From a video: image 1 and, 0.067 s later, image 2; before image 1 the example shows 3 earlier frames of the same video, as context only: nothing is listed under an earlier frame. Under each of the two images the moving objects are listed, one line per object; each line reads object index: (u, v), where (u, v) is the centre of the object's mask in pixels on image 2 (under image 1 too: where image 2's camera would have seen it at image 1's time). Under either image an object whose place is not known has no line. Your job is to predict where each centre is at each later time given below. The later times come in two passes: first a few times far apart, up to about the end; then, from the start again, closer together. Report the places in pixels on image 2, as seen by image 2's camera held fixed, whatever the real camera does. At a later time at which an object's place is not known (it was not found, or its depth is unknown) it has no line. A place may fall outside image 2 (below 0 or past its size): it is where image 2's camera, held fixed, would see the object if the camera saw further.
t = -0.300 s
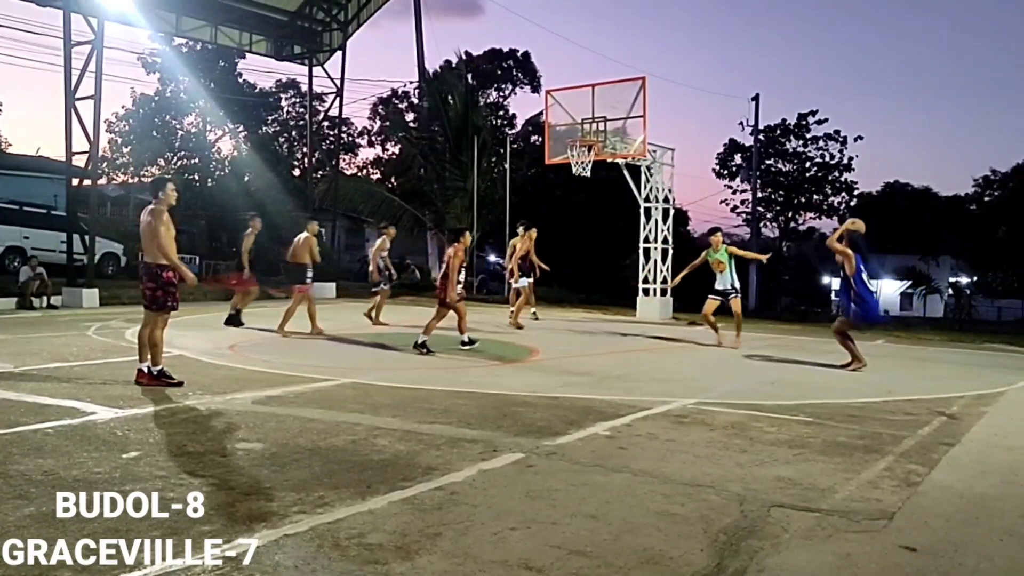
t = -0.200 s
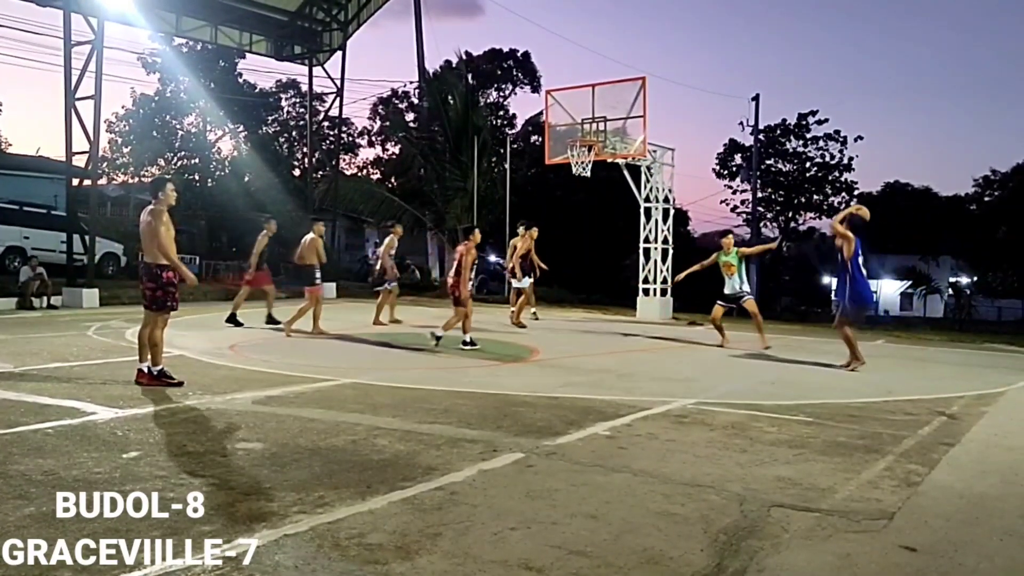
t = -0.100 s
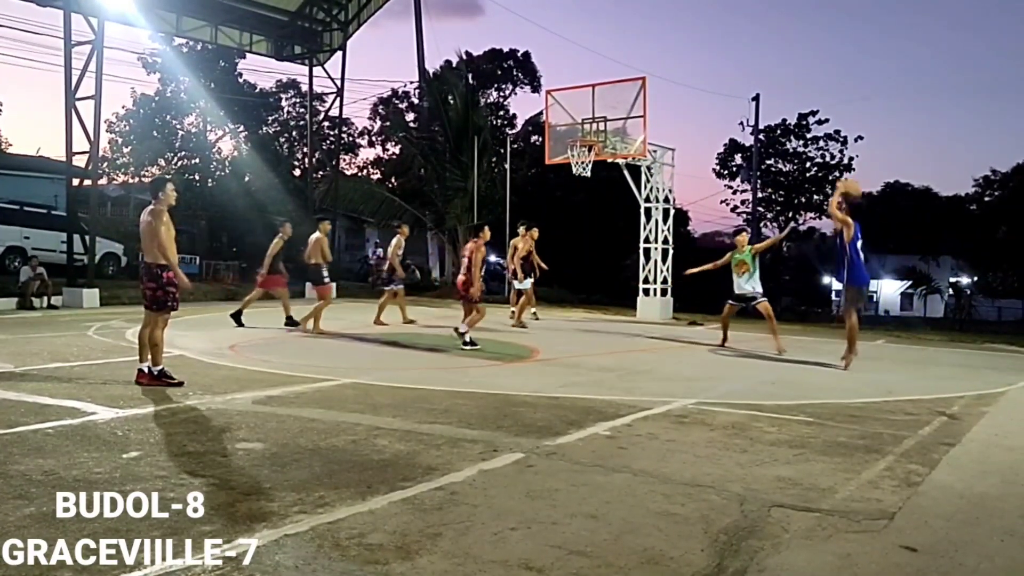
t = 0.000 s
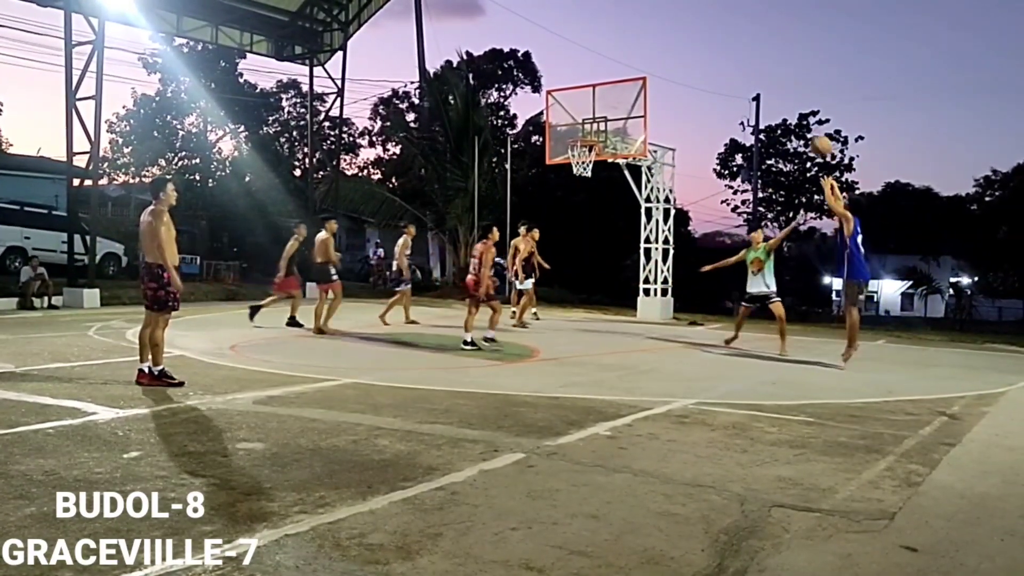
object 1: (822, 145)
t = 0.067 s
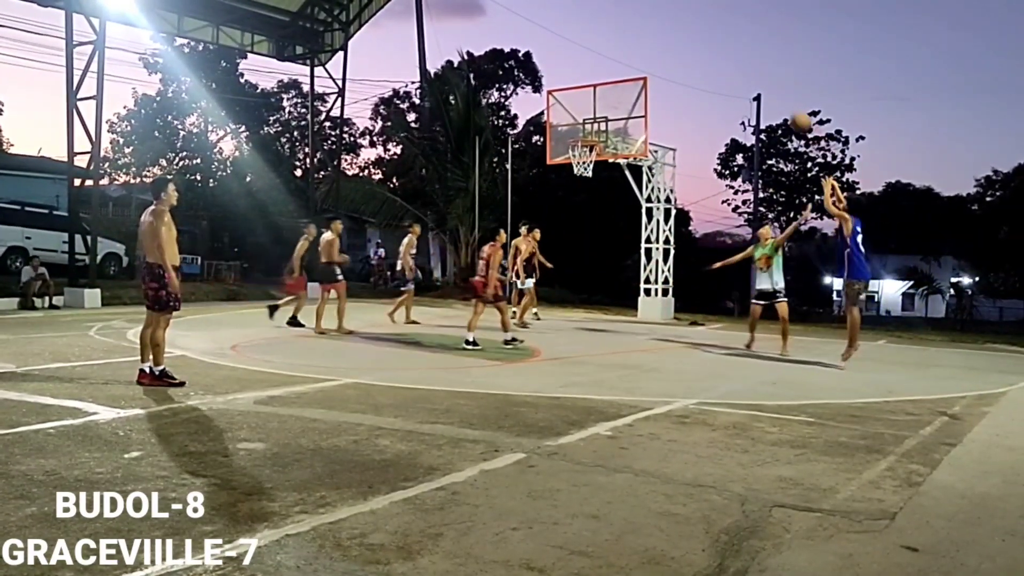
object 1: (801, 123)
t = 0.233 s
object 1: (748, 79)
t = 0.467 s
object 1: (686, 60)
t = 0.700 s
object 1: (630, 80)
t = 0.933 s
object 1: (582, 130)
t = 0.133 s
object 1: (778, 101)
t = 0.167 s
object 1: (768, 93)
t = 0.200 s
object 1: (758, 85)
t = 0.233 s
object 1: (748, 79)
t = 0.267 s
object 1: (739, 74)
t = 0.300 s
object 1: (729, 69)
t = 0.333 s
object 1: (720, 66)
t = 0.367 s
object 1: (711, 63)
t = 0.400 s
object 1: (703, 61)
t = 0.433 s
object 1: (694, 61)
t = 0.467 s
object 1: (686, 60)
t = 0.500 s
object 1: (677, 61)
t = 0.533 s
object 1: (669, 62)
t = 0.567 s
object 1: (661, 65)
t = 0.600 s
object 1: (653, 68)
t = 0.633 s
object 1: (646, 71)
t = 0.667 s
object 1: (638, 75)
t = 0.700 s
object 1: (630, 80)
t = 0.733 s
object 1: (623, 86)
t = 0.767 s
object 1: (616, 92)
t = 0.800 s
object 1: (609, 99)
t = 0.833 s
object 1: (602, 106)
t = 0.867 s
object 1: (595, 114)
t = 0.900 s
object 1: (589, 123)
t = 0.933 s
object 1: (582, 130)
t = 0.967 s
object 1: (580, 131)
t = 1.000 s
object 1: (580, 131)
